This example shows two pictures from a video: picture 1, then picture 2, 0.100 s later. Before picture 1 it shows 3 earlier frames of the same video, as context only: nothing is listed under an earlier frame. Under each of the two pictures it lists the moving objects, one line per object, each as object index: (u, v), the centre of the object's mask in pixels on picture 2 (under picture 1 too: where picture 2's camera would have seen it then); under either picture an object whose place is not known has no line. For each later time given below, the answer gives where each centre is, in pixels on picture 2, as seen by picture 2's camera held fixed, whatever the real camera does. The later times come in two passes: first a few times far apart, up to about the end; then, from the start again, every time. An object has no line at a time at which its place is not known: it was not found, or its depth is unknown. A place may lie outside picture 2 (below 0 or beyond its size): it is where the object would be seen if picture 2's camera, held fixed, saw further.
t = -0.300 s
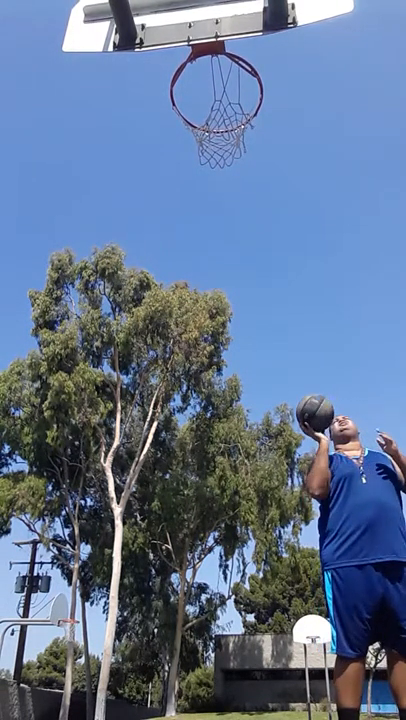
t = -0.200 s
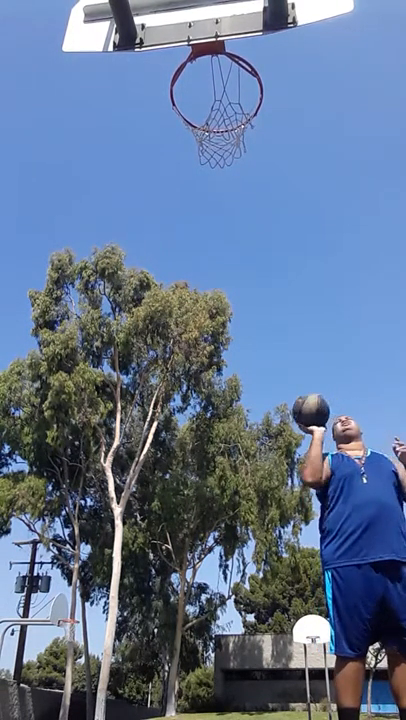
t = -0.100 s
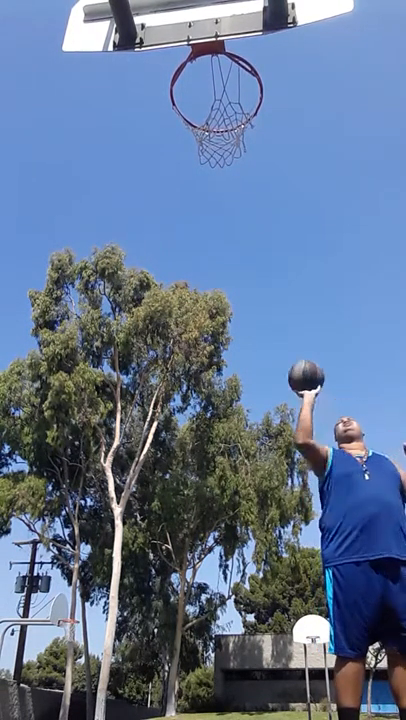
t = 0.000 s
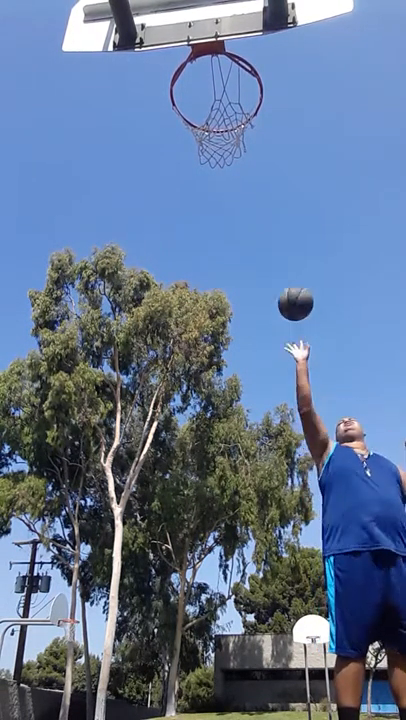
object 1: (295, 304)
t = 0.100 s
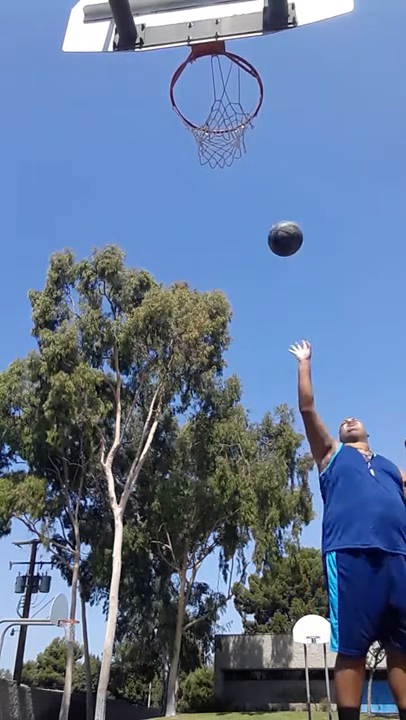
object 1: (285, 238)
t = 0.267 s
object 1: (270, 157)
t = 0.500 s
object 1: (248, 85)
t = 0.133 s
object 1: (281, 220)
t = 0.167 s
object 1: (279, 202)
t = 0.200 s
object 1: (276, 186)
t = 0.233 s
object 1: (273, 171)
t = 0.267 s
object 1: (270, 157)
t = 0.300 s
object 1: (266, 144)
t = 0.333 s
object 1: (264, 132)
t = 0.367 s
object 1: (262, 121)
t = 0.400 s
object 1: (258, 110)
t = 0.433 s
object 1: (255, 101)
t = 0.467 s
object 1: (251, 93)
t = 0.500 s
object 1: (248, 85)
